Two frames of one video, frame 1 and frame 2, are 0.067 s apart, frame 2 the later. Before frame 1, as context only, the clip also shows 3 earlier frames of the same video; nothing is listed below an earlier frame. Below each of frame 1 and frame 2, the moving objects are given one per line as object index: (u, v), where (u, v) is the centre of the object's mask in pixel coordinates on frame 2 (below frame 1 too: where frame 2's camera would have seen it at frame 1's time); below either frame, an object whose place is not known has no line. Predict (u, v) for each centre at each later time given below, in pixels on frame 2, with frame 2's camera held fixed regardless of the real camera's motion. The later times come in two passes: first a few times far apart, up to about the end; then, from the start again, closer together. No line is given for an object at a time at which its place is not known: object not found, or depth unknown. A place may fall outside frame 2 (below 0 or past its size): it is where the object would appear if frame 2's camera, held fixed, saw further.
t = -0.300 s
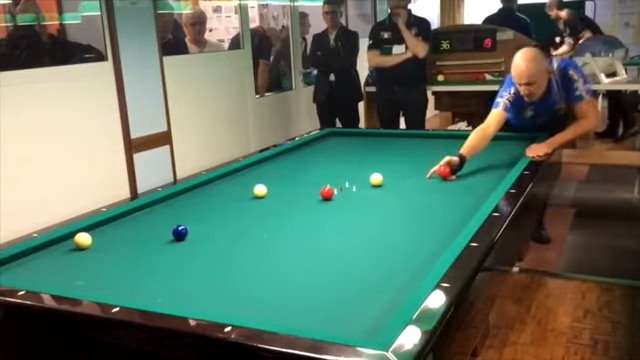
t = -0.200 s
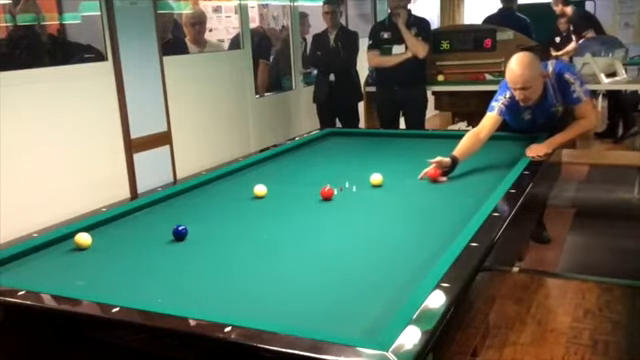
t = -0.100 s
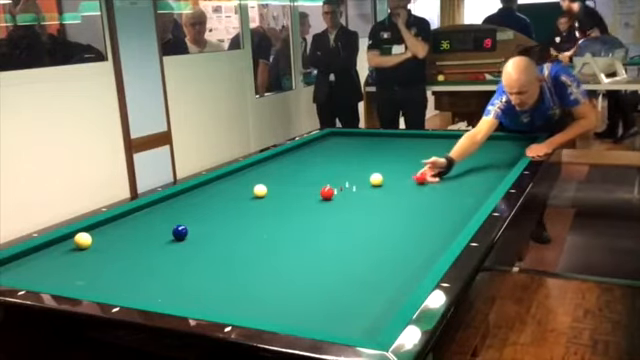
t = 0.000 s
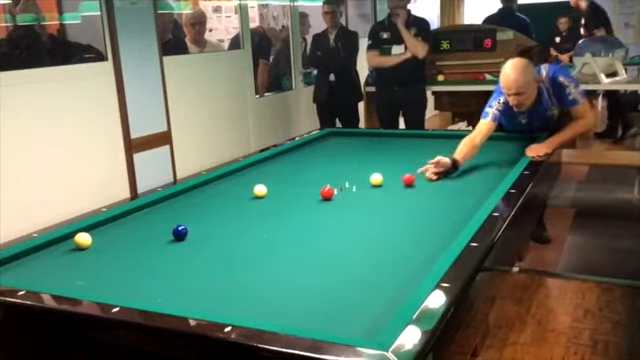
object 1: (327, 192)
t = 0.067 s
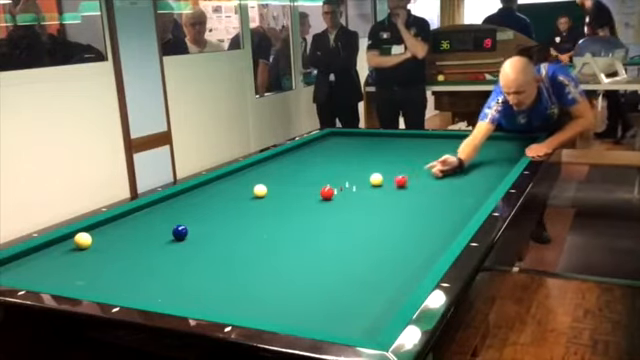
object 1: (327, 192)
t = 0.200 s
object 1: (327, 192)
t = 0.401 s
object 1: (327, 193)
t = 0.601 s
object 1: (323, 193)
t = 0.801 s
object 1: (303, 196)
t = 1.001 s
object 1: (285, 198)
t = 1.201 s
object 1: (269, 200)
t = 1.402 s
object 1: (251, 202)
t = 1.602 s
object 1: (234, 204)
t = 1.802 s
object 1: (218, 205)
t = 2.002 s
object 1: (201, 207)
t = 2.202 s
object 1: (184, 209)
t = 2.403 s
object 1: (169, 211)
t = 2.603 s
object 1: (153, 213)
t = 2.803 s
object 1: (137, 215)
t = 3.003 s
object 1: (122, 217)
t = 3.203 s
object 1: (118, 218)
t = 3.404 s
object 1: (117, 221)
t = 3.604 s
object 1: (116, 223)
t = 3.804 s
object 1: (115, 225)
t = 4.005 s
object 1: (114, 227)
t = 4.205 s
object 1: (113, 230)
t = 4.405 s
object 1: (112, 232)
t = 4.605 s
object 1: (111, 234)
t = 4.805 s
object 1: (111, 236)
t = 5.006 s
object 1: (110, 238)
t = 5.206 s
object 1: (110, 239)
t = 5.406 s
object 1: (109, 241)
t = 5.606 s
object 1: (109, 243)
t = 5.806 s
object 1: (108, 244)
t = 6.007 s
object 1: (108, 245)
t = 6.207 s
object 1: (108, 246)
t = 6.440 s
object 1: (108, 248)
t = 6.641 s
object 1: (108, 249)
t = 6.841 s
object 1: (108, 249)
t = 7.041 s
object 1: (107, 250)
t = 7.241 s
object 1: (108, 250)
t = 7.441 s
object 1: (108, 250)
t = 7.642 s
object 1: (108, 250)
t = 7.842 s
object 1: (108, 250)
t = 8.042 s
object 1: (108, 250)
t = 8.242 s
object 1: (108, 250)
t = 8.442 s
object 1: (108, 250)
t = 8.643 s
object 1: (108, 250)
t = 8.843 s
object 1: (108, 250)
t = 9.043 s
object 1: (108, 250)
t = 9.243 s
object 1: (108, 250)
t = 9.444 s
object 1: (108, 250)
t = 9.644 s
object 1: (108, 250)
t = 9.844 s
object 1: (108, 250)
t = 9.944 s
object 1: (108, 250)
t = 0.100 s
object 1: (327, 192)
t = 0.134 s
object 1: (327, 192)
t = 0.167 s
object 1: (327, 192)
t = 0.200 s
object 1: (327, 192)
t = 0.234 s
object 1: (327, 192)
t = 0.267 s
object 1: (327, 192)
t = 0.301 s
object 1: (327, 192)
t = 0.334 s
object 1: (327, 193)
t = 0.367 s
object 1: (327, 192)
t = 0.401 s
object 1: (327, 193)
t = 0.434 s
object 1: (327, 193)
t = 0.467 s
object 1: (327, 193)
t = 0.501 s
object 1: (327, 192)
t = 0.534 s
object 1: (327, 192)
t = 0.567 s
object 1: (327, 192)
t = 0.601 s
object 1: (323, 193)
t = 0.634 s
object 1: (319, 193)
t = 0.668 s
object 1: (315, 194)
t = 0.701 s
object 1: (312, 194)
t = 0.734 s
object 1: (309, 195)
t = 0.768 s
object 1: (306, 195)
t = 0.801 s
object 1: (303, 196)
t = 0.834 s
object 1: (300, 196)
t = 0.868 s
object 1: (297, 196)
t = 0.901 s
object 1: (294, 197)
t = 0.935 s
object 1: (291, 197)
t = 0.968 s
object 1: (289, 197)
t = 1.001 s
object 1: (285, 198)
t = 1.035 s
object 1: (282, 198)
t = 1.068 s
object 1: (280, 198)
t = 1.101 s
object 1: (277, 199)
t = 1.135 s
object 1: (274, 199)
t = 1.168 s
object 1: (272, 199)
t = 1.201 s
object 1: (269, 200)
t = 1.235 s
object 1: (265, 200)
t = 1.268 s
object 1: (263, 200)
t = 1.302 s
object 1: (260, 200)
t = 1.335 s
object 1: (257, 201)
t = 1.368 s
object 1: (254, 201)
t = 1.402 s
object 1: (251, 202)
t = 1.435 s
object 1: (248, 202)
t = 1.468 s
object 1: (245, 202)
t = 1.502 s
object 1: (242, 202)
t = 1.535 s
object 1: (240, 203)
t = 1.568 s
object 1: (237, 203)
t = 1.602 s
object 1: (234, 204)
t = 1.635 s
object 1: (231, 204)
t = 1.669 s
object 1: (229, 204)
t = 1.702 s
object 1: (226, 205)
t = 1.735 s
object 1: (223, 205)
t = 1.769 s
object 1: (220, 205)
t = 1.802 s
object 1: (218, 205)
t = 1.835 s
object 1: (215, 206)
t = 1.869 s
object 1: (212, 206)
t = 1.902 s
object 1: (209, 207)
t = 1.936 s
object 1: (206, 207)
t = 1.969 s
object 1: (204, 207)
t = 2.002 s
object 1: (201, 207)
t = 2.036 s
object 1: (198, 208)
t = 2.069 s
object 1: (195, 208)
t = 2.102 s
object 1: (192, 208)
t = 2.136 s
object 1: (190, 209)
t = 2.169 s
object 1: (188, 209)
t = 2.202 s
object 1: (184, 209)
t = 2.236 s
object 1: (182, 210)
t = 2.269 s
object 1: (179, 210)
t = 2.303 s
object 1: (176, 210)
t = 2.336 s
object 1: (174, 211)
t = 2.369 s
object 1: (171, 211)
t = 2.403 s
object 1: (169, 211)
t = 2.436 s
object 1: (166, 212)
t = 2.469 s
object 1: (163, 212)
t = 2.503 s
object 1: (160, 212)
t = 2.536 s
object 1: (158, 212)
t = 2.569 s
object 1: (155, 213)
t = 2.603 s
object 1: (153, 213)
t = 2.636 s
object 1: (150, 213)
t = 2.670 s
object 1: (147, 214)
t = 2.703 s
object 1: (145, 214)
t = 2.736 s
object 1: (142, 214)
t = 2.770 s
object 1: (139, 215)
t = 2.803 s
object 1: (137, 215)
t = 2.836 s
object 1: (134, 215)
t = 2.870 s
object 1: (132, 216)
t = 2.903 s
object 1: (129, 216)
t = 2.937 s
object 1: (126, 216)
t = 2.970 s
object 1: (124, 216)
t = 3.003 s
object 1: (122, 217)
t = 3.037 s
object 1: (119, 217)
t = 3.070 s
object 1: (118, 217)
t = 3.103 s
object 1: (118, 217)
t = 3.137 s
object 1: (118, 218)
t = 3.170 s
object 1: (118, 218)
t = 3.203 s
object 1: (118, 218)
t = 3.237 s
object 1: (118, 218)
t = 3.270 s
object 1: (117, 219)
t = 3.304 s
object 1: (117, 219)
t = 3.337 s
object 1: (117, 220)
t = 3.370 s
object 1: (117, 220)
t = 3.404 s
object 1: (117, 221)
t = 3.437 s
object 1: (117, 221)
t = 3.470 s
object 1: (116, 222)
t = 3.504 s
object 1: (116, 222)
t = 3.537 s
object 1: (116, 223)
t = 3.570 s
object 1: (116, 223)
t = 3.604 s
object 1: (116, 223)
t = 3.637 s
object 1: (116, 224)
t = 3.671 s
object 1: (115, 224)
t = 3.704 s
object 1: (115, 224)
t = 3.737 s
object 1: (115, 225)
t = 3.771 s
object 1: (115, 225)
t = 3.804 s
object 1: (115, 225)
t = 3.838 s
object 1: (115, 225)
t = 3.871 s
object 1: (114, 226)
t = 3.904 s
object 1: (114, 226)
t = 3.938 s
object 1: (114, 227)
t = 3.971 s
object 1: (114, 227)
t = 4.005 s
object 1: (114, 227)
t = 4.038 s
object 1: (114, 228)
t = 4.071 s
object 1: (114, 228)
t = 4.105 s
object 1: (113, 229)
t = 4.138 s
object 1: (113, 229)
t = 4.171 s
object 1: (113, 230)
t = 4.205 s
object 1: (113, 230)
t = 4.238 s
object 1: (113, 230)
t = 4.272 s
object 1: (113, 231)
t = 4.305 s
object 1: (113, 231)
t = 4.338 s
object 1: (113, 231)
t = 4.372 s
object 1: (112, 232)
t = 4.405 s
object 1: (112, 232)
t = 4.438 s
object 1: (112, 233)
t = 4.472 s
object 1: (112, 233)
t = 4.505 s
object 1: (112, 233)
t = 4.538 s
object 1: (112, 234)
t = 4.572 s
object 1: (112, 234)
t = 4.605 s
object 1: (111, 234)
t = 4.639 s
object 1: (111, 234)
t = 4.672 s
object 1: (111, 235)
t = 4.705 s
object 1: (111, 235)
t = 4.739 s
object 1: (111, 235)
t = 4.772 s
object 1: (111, 236)
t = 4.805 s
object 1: (111, 236)
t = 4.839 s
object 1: (111, 237)
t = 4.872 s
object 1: (111, 237)
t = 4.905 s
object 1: (111, 237)
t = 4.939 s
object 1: (111, 237)
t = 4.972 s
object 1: (110, 238)
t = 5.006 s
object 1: (110, 238)
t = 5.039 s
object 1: (110, 238)
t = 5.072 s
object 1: (110, 239)
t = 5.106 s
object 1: (110, 239)
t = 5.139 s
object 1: (110, 239)
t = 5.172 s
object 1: (110, 239)
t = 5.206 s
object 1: (110, 239)
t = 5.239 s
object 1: (110, 240)
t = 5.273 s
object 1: (110, 240)
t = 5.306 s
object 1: (109, 241)
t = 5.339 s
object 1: (109, 241)
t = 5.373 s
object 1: (109, 241)
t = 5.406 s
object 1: (109, 241)
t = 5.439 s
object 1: (109, 242)
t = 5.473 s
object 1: (109, 242)
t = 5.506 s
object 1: (109, 242)
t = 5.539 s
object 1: (109, 242)
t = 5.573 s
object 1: (109, 242)
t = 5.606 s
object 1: (109, 243)
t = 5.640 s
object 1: (109, 243)
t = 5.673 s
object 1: (109, 243)
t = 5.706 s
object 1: (109, 243)
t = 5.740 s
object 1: (109, 244)
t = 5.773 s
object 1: (109, 244)
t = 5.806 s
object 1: (108, 244)
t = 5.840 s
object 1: (108, 244)
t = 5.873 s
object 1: (108, 244)
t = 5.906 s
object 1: (108, 245)
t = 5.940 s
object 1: (108, 245)
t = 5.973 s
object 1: (108, 245)
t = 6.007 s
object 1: (108, 245)
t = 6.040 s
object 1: (108, 245)
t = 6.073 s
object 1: (108, 246)
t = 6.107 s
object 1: (108, 246)
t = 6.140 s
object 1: (108, 246)
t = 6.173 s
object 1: (108, 246)
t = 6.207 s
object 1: (108, 246)
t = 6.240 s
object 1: (108, 247)
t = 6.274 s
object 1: (108, 247)
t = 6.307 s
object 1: (108, 247)
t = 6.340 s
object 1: (108, 247)
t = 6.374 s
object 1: (108, 247)
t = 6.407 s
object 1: (108, 247)
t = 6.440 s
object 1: (108, 248)
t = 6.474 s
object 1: (108, 248)
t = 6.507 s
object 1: (108, 248)
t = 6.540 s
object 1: (108, 248)
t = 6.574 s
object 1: (108, 248)
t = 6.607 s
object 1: (108, 248)
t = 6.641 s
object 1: (108, 249)
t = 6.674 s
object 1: (108, 249)
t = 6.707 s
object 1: (108, 249)
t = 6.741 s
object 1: (108, 249)
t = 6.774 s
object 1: (108, 249)
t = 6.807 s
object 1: (108, 249)
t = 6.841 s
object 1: (108, 249)
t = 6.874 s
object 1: (108, 249)
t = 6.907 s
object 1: (107, 249)
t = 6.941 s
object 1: (107, 249)
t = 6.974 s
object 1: (107, 249)
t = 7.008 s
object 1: (107, 250)
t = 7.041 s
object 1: (107, 250)
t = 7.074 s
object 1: (107, 250)
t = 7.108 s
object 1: (107, 250)
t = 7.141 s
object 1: (107, 250)
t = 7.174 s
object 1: (107, 250)
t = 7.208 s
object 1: (108, 250)
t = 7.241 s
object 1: (108, 250)
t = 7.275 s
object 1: (108, 250)
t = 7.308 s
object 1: (108, 250)
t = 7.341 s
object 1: (108, 250)
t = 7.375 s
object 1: (108, 250)
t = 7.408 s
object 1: (108, 250)
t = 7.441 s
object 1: (108, 250)
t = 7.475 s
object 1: (108, 250)
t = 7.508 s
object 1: (108, 250)
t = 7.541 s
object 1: (108, 250)
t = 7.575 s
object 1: (108, 250)
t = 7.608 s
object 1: (108, 250)
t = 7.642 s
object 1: (108, 250)
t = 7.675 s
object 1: (108, 250)
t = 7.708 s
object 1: (108, 250)
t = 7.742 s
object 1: (108, 250)
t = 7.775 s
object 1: (108, 250)
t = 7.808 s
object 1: (108, 250)
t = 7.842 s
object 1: (108, 250)
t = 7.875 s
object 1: (108, 250)
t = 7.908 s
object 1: (108, 250)
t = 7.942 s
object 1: (108, 250)
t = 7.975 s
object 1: (108, 250)
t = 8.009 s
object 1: (108, 250)
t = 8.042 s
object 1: (108, 250)
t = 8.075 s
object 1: (108, 250)
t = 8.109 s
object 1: (108, 250)
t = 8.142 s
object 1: (108, 250)
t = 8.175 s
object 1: (108, 250)
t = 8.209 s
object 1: (108, 250)
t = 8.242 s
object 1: (108, 250)
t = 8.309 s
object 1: (108, 250)
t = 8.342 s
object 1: (108, 250)
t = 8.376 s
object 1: (108, 250)
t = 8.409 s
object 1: (108, 250)
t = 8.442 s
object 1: (108, 250)
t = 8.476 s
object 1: (108, 250)
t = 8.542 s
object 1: (108, 250)
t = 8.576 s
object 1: (108, 250)
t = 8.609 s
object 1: (108, 250)
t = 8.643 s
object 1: (108, 250)
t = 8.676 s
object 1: (108, 250)
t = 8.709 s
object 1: (108, 250)
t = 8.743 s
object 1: (108, 250)
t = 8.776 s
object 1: (108, 250)
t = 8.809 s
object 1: (108, 250)
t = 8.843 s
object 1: (108, 250)
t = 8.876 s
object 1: (108, 250)
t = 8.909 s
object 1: (108, 250)
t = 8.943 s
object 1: (108, 250)
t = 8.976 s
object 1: (108, 250)
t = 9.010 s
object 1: (108, 250)
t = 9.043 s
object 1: (108, 250)
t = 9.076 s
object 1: (108, 250)
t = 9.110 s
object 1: (108, 250)
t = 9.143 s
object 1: (108, 250)
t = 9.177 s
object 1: (108, 250)
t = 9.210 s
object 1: (108, 250)
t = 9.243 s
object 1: (108, 250)
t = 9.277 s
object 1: (108, 250)
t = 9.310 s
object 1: (108, 250)
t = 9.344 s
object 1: (108, 250)
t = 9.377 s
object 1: (108, 250)
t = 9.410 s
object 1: (108, 250)
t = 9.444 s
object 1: (108, 250)
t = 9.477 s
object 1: (108, 250)
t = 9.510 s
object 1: (108, 250)
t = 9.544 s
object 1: (108, 250)
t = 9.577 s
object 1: (108, 250)
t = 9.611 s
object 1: (108, 250)
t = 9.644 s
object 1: (108, 250)
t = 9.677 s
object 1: (108, 250)
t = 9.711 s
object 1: (108, 250)
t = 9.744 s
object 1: (108, 250)
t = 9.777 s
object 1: (108, 250)
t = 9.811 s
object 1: (108, 250)
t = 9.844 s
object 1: (108, 250)
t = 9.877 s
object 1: (108, 250)
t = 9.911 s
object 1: (108, 250)
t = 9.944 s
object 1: (108, 250)
